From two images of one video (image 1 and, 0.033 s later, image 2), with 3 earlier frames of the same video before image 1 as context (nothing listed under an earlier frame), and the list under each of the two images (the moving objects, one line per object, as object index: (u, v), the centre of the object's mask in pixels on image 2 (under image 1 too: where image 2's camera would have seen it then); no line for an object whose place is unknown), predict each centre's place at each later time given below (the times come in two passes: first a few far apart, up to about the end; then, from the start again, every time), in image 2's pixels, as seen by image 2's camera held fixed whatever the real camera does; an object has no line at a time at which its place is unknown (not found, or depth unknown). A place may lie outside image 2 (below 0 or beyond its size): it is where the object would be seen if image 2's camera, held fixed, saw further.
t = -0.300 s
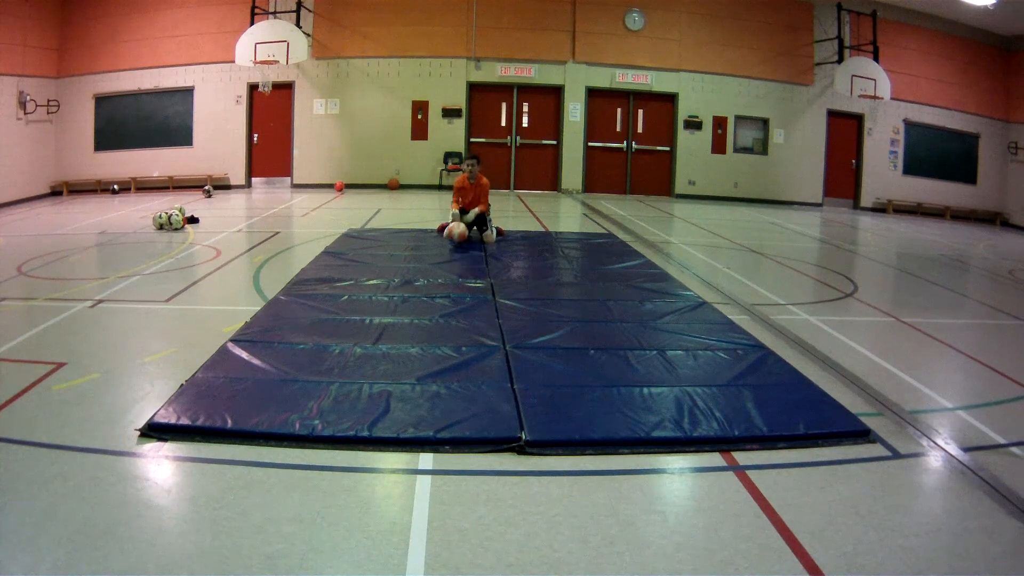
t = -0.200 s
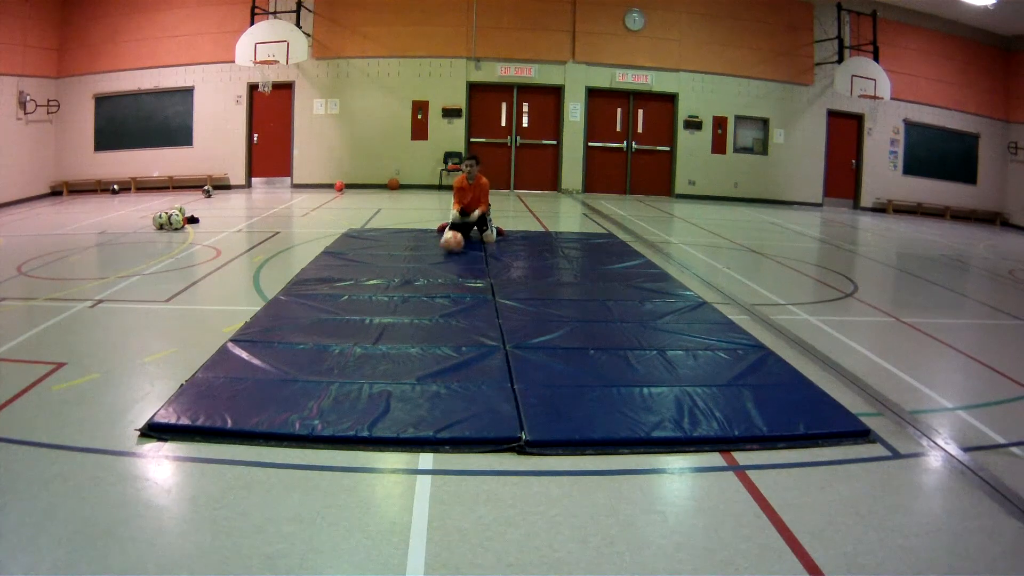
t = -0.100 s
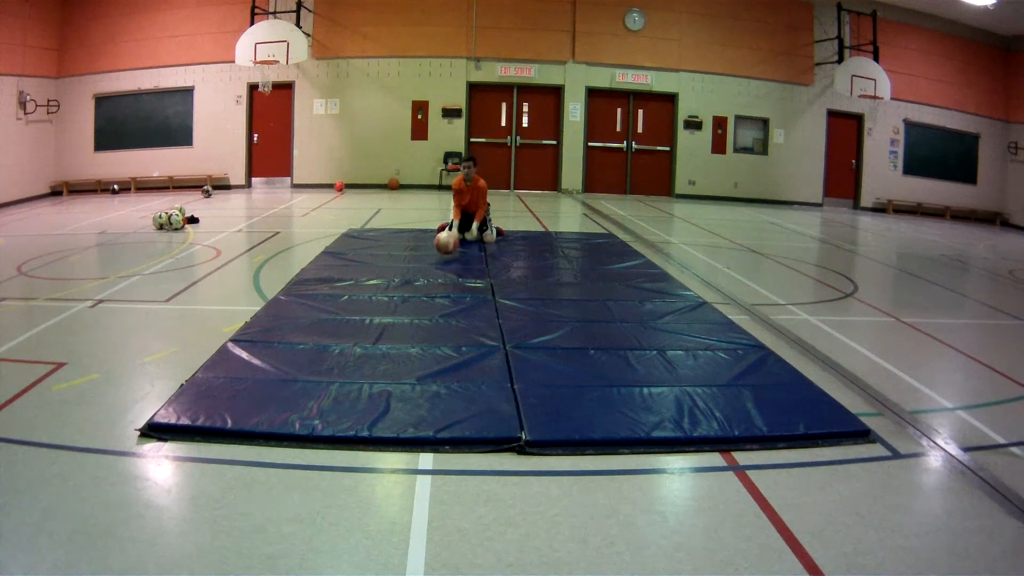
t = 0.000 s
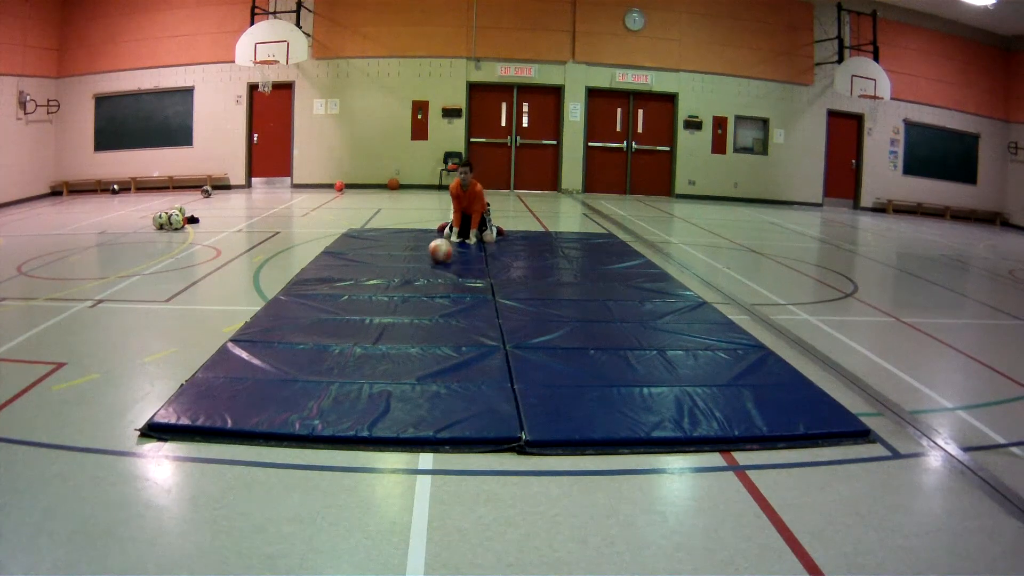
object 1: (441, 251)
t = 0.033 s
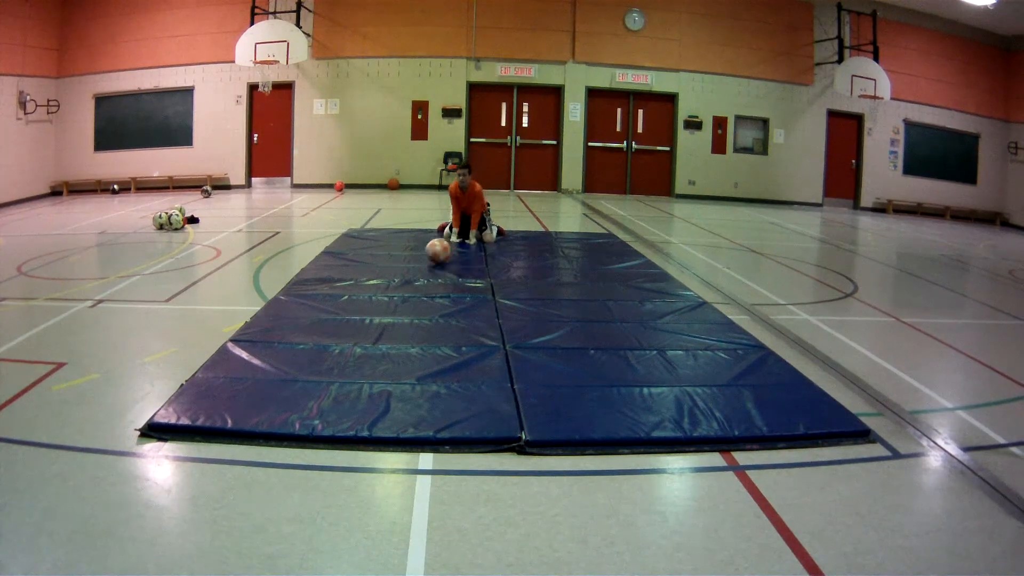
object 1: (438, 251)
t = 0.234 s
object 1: (424, 262)
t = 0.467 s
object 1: (403, 276)
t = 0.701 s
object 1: (379, 291)
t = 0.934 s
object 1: (352, 308)
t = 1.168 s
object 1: (319, 327)
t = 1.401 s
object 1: (281, 351)
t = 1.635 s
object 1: (240, 378)
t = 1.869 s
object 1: (191, 414)
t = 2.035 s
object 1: (150, 443)
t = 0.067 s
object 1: (436, 252)
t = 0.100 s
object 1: (433, 254)
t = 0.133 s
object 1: (431, 257)
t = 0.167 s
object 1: (428, 258)
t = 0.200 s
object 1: (426, 260)
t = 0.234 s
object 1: (424, 262)
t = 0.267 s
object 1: (421, 263)
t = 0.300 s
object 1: (418, 265)
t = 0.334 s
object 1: (416, 267)
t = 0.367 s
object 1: (413, 269)
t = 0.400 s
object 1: (409, 272)
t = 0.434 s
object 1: (406, 274)
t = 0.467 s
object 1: (403, 276)
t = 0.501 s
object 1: (400, 278)
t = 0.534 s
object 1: (397, 279)
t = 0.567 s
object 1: (394, 281)
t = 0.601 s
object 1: (391, 282)
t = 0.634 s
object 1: (388, 284)
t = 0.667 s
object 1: (384, 288)
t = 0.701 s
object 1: (379, 291)
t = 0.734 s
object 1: (376, 292)
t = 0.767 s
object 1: (372, 295)
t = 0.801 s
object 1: (369, 298)
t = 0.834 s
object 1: (364, 300)
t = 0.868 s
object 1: (360, 302)
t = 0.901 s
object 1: (356, 304)
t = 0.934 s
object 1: (352, 308)
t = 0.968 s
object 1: (348, 311)
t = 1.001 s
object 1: (343, 313)
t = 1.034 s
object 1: (338, 317)
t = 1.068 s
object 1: (334, 320)
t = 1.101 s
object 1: (329, 322)
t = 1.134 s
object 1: (324, 325)
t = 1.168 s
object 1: (319, 327)
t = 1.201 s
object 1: (314, 330)
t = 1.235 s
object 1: (310, 334)
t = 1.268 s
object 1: (304, 338)
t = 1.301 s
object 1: (299, 340)
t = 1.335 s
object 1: (293, 344)
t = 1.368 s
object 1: (287, 348)
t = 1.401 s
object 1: (281, 351)
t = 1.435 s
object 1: (276, 354)
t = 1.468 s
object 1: (270, 358)
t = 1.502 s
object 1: (265, 362)
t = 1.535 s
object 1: (259, 366)
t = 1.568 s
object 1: (253, 370)
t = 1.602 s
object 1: (246, 375)
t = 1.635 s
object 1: (240, 378)
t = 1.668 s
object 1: (233, 383)
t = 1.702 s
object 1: (226, 388)
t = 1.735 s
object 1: (219, 392)
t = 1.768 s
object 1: (212, 397)
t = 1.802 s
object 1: (205, 400)
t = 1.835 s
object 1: (198, 407)
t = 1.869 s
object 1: (191, 414)
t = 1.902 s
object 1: (184, 423)
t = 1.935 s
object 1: (176, 429)
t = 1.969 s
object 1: (167, 430)
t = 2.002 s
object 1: (159, 435)
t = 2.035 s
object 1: (150, 443)
